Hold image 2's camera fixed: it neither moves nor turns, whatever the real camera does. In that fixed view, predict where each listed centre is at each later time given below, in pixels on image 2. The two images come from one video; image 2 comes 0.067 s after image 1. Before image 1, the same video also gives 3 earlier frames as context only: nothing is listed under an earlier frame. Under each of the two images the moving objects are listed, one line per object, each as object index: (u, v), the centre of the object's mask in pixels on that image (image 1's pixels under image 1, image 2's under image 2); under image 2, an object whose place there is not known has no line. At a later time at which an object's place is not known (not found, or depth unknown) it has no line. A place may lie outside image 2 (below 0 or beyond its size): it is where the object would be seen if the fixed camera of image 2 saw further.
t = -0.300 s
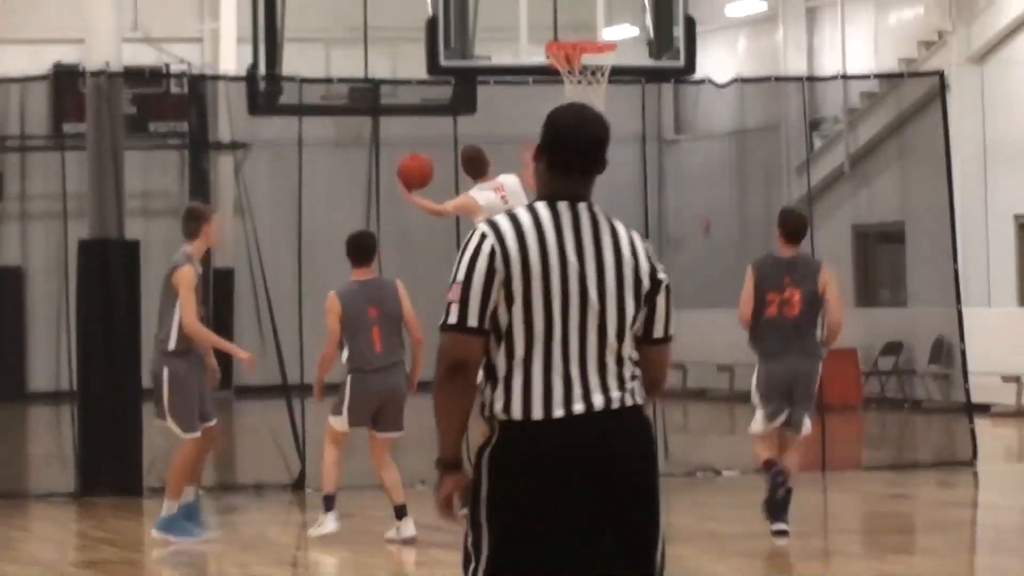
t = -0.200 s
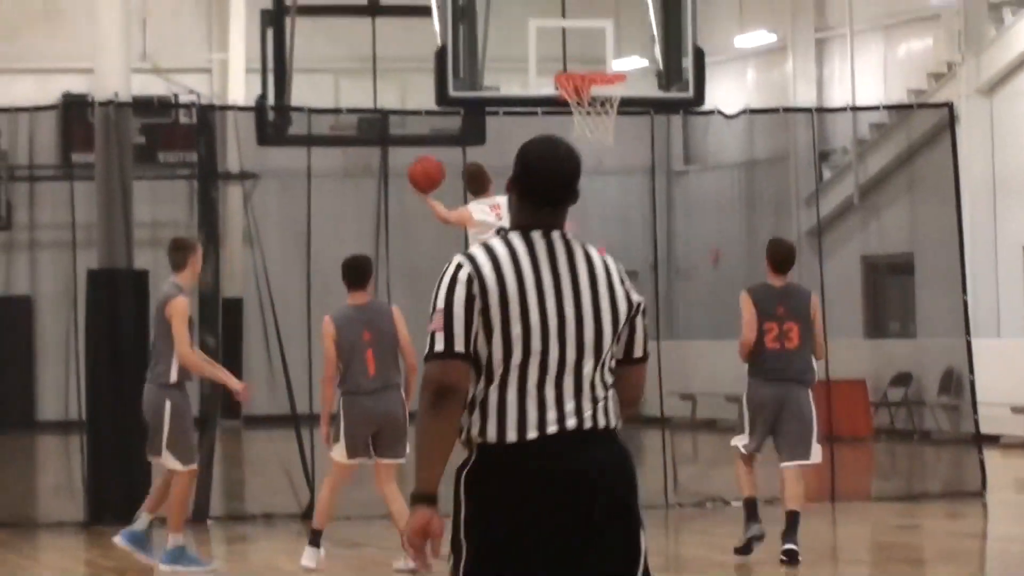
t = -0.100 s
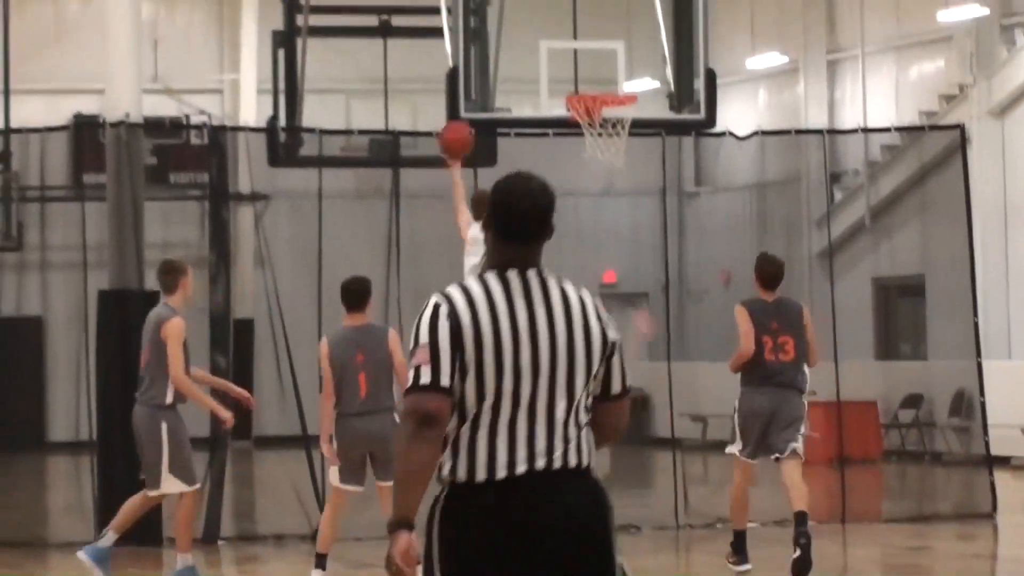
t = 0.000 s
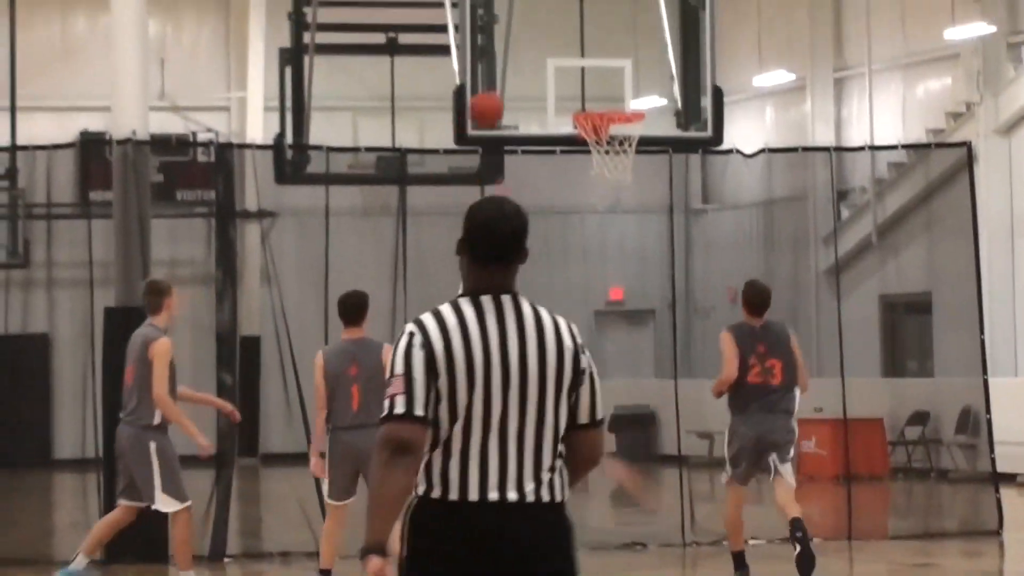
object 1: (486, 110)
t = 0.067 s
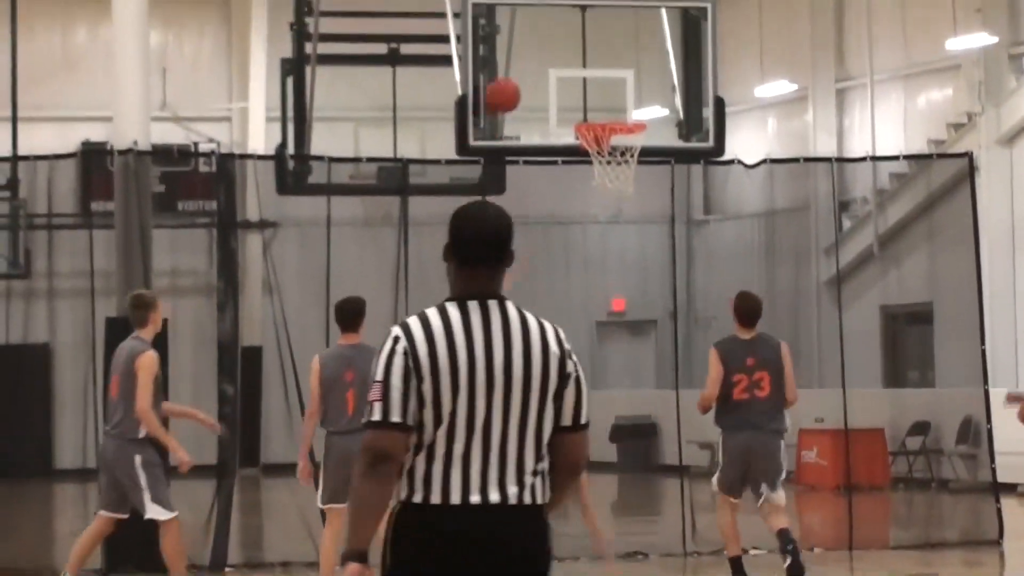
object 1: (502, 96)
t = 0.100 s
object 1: (511, 87)
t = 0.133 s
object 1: (518, 78)
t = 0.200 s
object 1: (533, 67)
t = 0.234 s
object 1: (540, 63)
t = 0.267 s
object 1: (548, 61)
